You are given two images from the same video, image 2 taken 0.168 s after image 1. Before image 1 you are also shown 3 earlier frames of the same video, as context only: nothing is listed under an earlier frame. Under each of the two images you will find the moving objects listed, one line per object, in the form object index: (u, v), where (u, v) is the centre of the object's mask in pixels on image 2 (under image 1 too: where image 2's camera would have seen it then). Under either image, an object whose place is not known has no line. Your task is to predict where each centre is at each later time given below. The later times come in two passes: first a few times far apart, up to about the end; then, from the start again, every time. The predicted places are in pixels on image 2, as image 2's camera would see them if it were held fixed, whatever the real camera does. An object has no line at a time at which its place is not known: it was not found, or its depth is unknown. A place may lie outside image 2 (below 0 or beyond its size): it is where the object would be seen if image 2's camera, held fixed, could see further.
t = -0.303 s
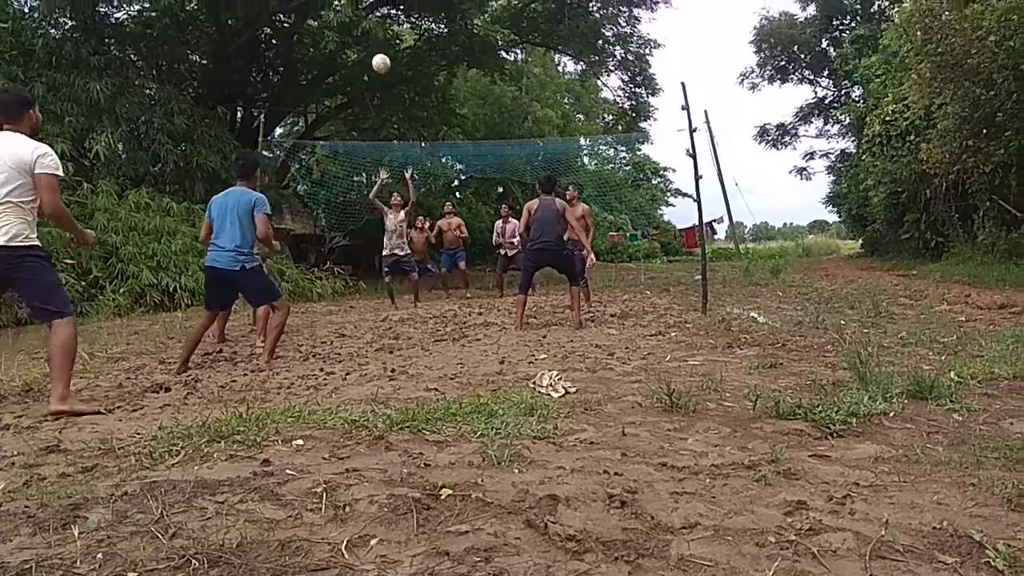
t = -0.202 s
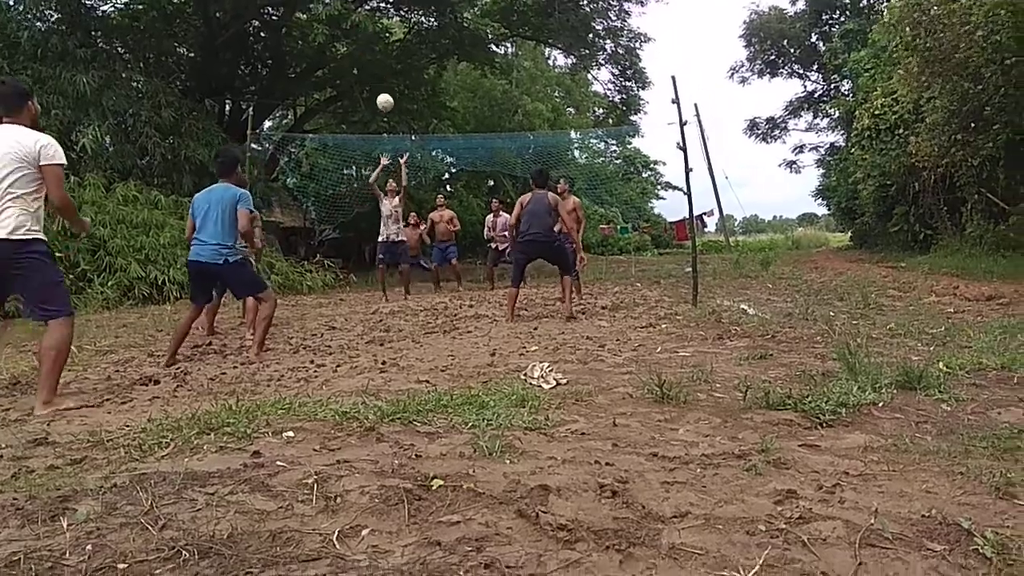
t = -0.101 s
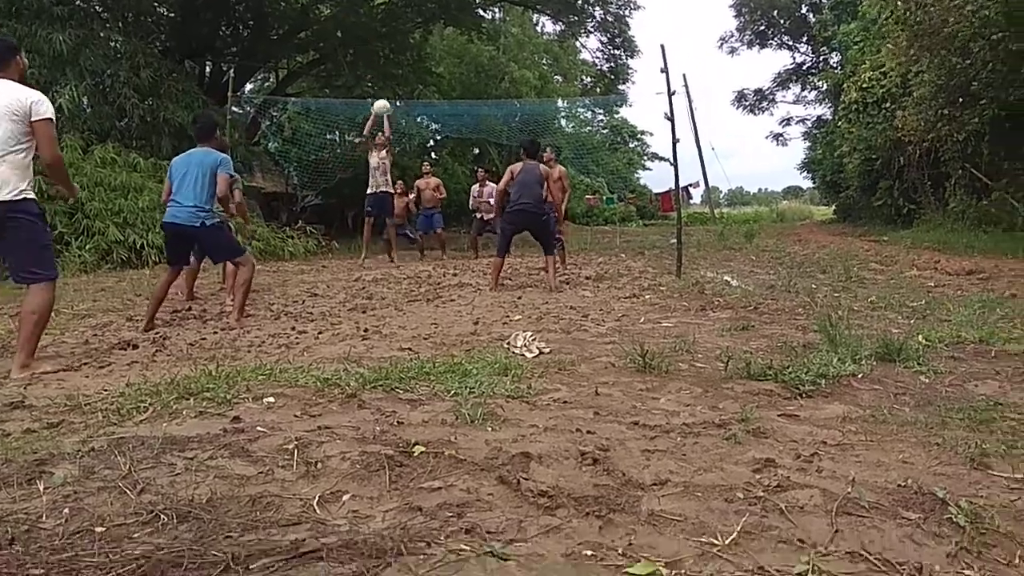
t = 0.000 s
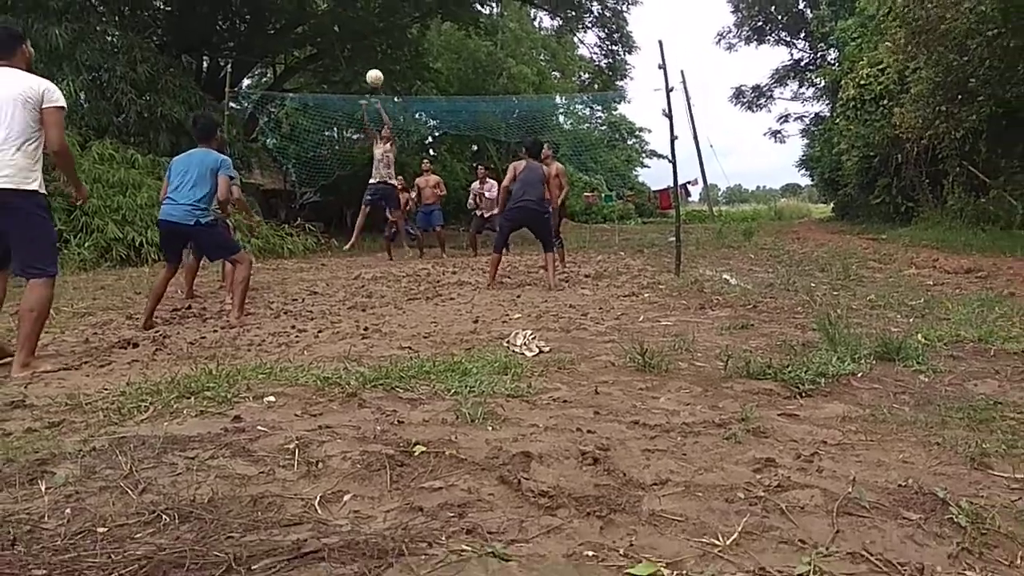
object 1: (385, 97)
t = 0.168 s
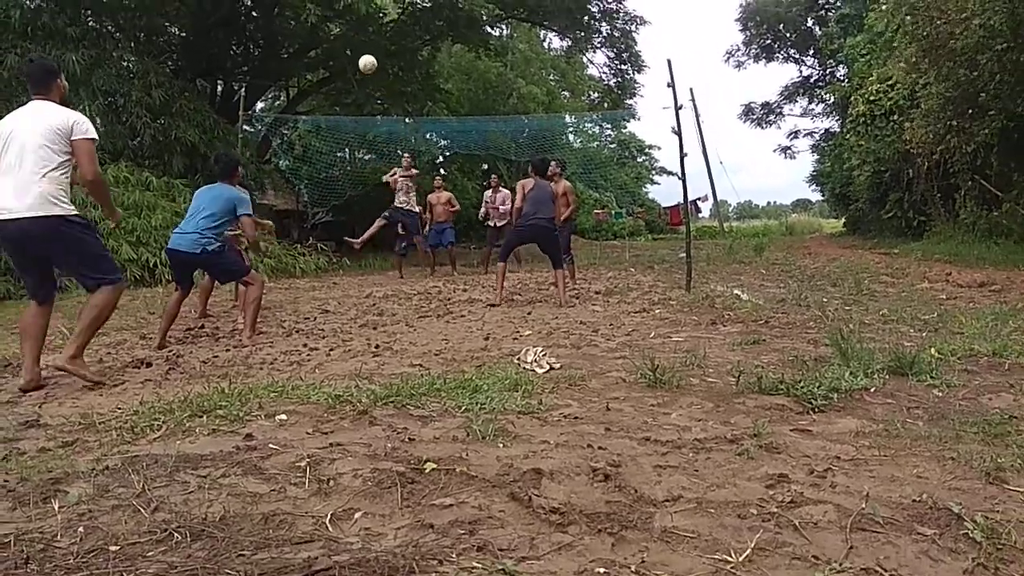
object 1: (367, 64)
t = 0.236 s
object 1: (360, 55)
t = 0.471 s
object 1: (332, 54)
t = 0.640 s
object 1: (309, 85)
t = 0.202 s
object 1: (364, 59)
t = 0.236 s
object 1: (360, 55)
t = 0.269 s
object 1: (356, 52)
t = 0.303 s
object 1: (351, 50)
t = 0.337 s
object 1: (347, 48)
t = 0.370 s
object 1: (343, 48)
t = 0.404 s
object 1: (340, 49)
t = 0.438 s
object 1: (337, 51)
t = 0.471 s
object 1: (332, 54)
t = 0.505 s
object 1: (328, 58)
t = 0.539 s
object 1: (323, 62)
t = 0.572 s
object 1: (318, 69)
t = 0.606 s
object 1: (313, 76)
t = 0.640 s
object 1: (309, 85)
